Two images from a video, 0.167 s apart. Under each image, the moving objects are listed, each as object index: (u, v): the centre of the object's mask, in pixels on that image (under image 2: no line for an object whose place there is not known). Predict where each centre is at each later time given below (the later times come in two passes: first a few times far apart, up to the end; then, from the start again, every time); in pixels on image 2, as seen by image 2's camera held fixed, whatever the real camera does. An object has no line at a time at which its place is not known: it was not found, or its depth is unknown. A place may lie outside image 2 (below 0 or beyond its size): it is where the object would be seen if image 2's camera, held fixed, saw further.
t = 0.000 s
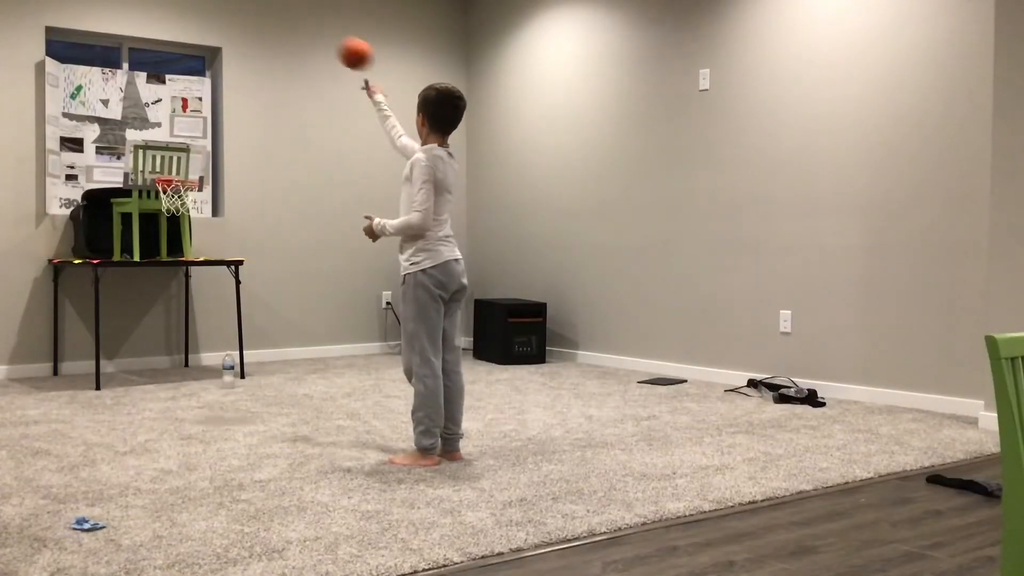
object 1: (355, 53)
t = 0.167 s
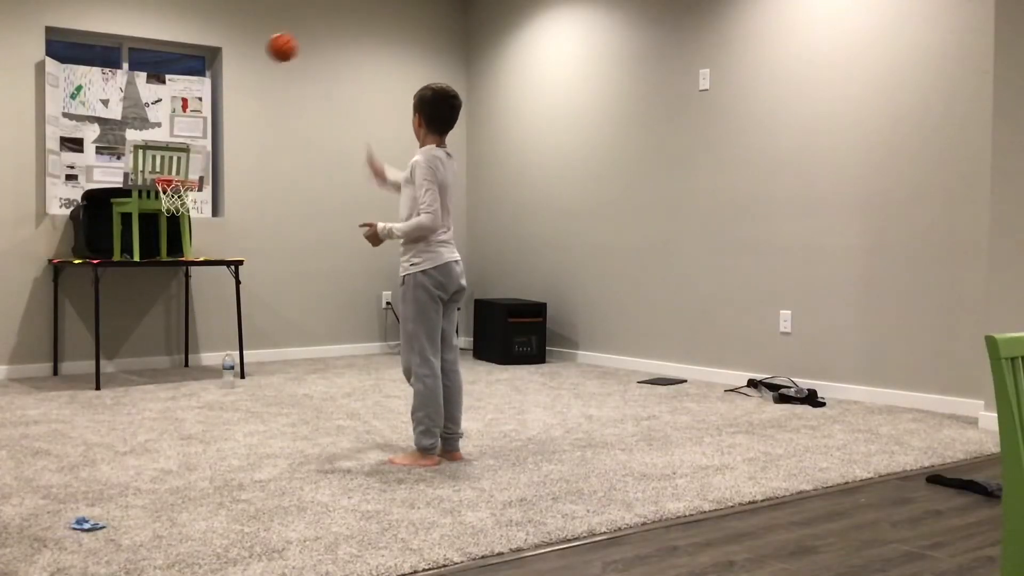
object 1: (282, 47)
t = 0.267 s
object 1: (245, 71)
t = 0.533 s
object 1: (169, 204)
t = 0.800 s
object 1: (168, 221)
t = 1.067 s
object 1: (178, 286)
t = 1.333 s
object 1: (185, 348)
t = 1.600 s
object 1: (186, 345)
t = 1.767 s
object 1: (186, 388)
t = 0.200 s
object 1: (270, 52)
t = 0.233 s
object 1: (257, 61)
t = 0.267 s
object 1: (245, 71)
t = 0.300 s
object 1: (234, 82)
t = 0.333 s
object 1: (223, 95)
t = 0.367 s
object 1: (213, 109)
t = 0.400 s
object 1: (201, 128)
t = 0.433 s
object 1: (193, 146)
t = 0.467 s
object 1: (184, 164)
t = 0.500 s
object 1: (176, 187)
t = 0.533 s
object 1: (169, 204)
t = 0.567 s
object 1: (165, 224)
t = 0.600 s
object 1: (161, 244)
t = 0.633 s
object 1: (162, 245)
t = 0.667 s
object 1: (162, 236)
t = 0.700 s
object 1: (164, 229)
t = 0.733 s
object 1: (165, 224)
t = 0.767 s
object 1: (166, 221)
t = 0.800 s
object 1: (168, 221)
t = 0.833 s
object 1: (169, 222)
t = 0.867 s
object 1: (170, 225)
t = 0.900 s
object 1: (172, 229)
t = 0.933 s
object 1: (173, 236)
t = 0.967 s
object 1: (174, 245)
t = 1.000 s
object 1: (175, 257)
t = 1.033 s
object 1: (177, 271)
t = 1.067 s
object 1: (178, 286)
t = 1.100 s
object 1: (180, 304)
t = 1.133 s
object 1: (182, 324)
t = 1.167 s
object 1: (183, 346)
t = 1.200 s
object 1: (184, 374)
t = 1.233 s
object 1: (185, 383)
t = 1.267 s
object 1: (185, 370)
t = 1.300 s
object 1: (185, 358)
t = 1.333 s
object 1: (185, 348)
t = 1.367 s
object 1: (185, 341)
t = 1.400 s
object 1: (185, 335)
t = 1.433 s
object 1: (186, 331)
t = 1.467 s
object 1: (185, 329)
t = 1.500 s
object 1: (185, 330)
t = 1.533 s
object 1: (186, 333)
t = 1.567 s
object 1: (186, 337)
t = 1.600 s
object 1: (186, 345)
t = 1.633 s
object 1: (186, 354)
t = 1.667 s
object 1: (186, 366)
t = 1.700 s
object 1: (186, 381)
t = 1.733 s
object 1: (186, 396)
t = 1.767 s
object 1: (186, 388)
